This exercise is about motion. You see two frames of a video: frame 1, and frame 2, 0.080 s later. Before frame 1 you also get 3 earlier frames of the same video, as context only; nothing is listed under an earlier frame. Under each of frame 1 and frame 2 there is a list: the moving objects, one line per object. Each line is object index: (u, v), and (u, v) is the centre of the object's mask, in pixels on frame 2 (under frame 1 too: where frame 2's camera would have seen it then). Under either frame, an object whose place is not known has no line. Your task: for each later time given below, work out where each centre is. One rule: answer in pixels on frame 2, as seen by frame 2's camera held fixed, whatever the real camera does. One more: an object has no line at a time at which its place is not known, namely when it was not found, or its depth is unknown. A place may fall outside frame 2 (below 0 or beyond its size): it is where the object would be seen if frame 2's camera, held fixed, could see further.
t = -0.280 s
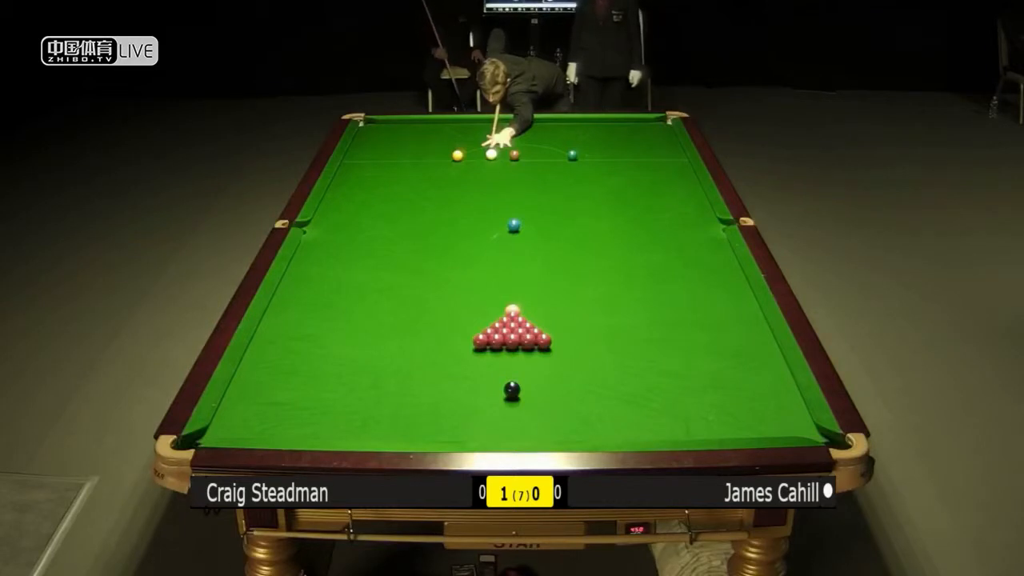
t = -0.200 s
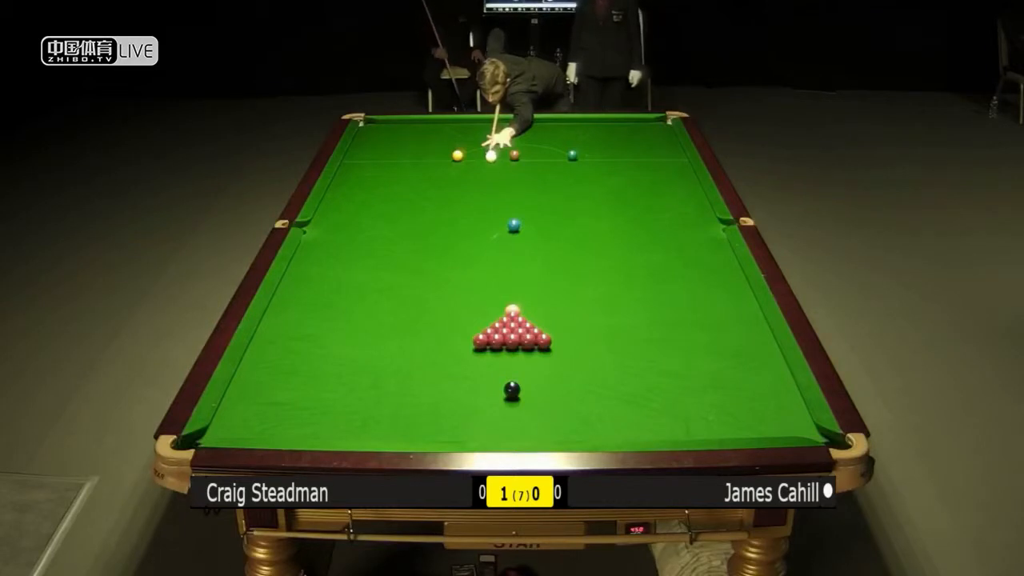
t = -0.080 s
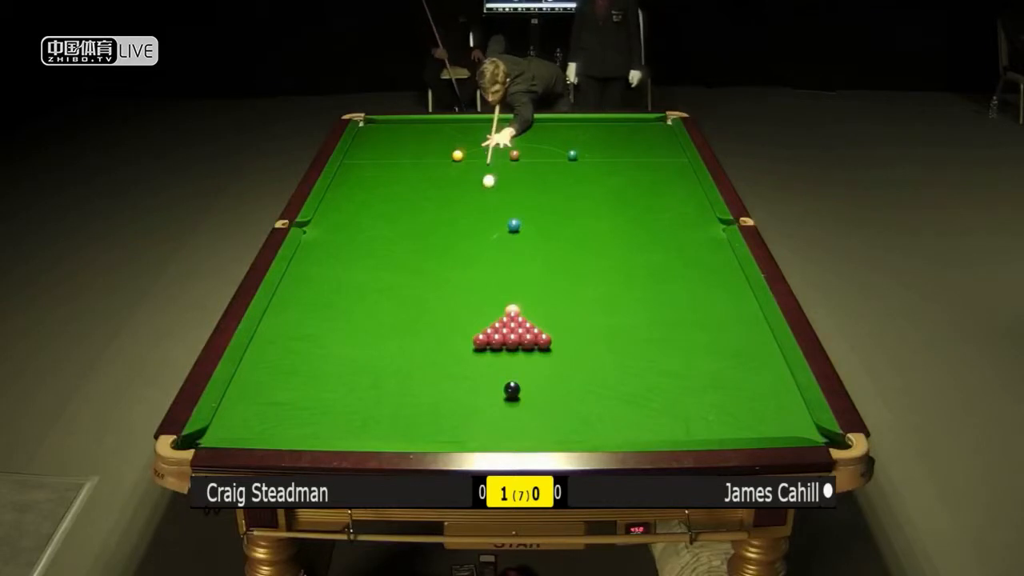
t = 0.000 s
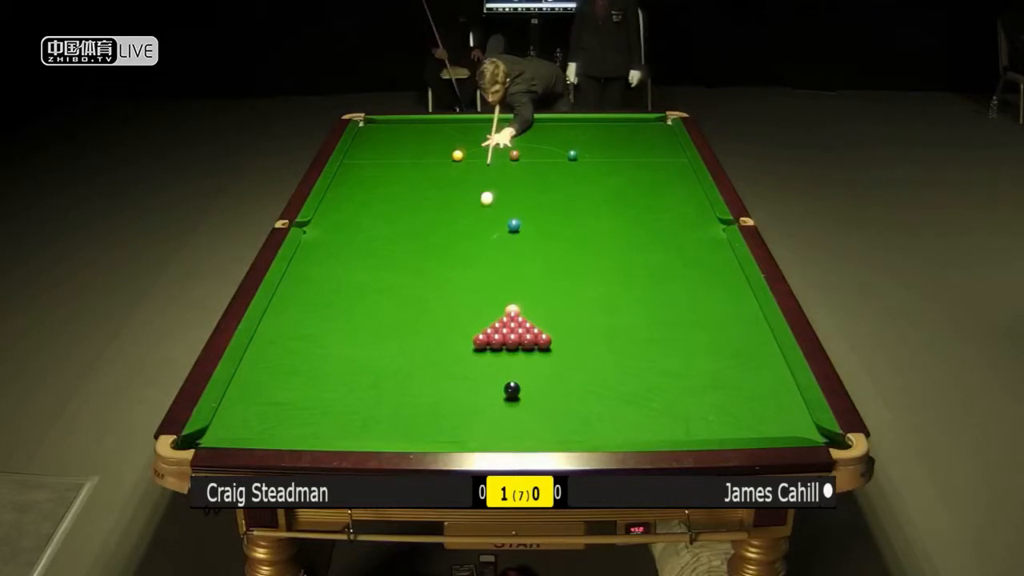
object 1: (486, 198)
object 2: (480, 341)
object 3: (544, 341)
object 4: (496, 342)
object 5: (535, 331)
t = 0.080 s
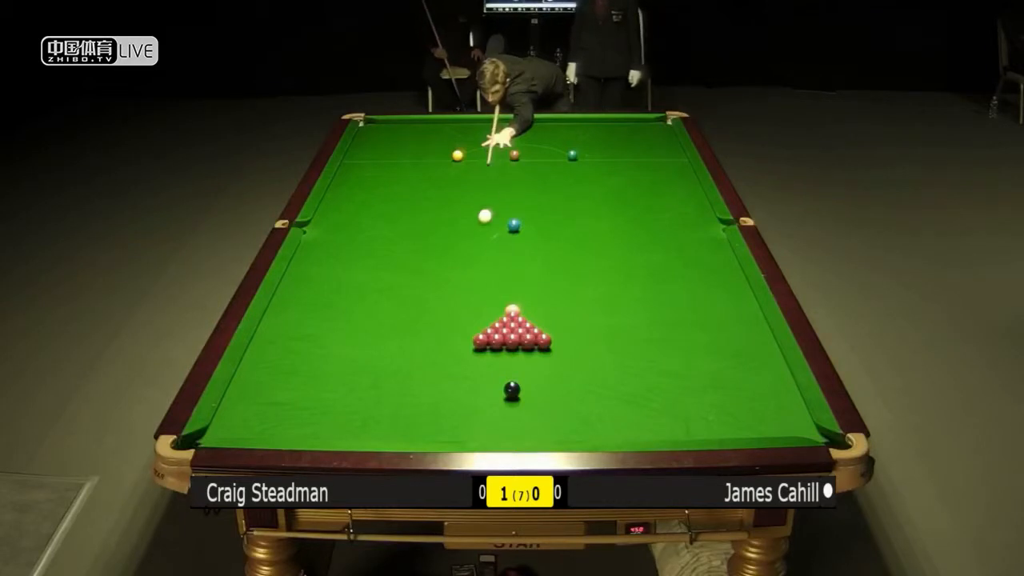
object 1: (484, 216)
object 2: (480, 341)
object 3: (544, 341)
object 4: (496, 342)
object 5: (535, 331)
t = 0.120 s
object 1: (484, 225)
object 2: (480, 341)
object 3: (544, 341)
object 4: (496, 342)
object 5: (535, 331)
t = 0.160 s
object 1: (483, 234)
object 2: (480, 341)
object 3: (544, 341)
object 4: (496, 342)
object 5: (535, 331)
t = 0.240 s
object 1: (481, 254)
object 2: (480, 341)
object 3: (544, 341)
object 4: (496, 342)
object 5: (535, 331)
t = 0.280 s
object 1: (479, 263)
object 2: (480, 341)
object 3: (544, 341)
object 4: (496, 342)
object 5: (535, 331)
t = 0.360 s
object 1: (477, 282)
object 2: (480, 341)
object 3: (544, 341)
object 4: (496, 342)
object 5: (535, 331)
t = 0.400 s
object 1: (476, 292)
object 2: (480, 341)
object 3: (544, 341)
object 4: (496, 342)
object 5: (535, 331)
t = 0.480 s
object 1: (474, 312)
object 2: (480, 341)
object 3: (544, 341)
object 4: (496, 342)
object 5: (535, 331)
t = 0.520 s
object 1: (472, 322)
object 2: (480, 341)
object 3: (544, 341)
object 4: (496, 342)
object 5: (535, 331)
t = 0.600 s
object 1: (462, 340)
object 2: (480, 345)
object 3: (548, 341)
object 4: (496, 344)
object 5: (537, 334)
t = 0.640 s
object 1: (449, 345)
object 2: (479, 350)
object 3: (555, 341)
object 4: (496, 346)
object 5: (539, 334)
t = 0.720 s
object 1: (424, 356)
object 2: (477, 360)
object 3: (566, 341)
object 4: (495, 349)
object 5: (542, 334)
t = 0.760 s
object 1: (412, 362)
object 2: (476, 364)
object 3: (571, 341)
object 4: (495, 350)
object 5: (542, 334)
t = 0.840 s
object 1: (388, 375)
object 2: (475, 371)
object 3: (581, 341)
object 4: (495, 354)
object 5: (545, 335)
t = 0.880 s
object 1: (376, 382)
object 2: (474, 375)
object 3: (586, 341)
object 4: (495, 355)
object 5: (546, 335)
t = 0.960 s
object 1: (351, 396)
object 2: (472, 383)
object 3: (596, 341)
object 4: (495, 358)
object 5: (548, 335)
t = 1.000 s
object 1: (338, 403)
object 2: (471, 388)
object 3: (602, 341)
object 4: (495, 360)
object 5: (550, 335)
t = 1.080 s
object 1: (312, 418)
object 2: (469, 396)
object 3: (612, 340)
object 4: (495, 363)
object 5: (552, 335)
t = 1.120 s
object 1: (299, 426)
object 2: (468, 400)
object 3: (617, 341)
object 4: (495, 365)
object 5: (553, 335)
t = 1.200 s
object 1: (272, 432)
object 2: (466, 409)
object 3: (626, 340)
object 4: (495, 368)
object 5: (555, 335)
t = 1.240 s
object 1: (261, 428)
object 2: (465, 413)
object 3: (631, 340)
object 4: (495, 369)
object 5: (556, 335)
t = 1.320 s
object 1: (239, 417)
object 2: (463, 422)
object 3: (640, 340)
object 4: (495, 373)
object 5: (558, 335)
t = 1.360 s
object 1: (229, 411)
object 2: (462, 427)
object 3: (645, 340)
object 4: (495, 374)
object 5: (558, 335)
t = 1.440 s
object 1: (242, 402)
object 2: (461, 434)
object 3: (654, 340)
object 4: (495, 377)
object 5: (560, 335)
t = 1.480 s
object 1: (254, 397)
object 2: (460, 436)
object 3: (659, 340)
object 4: (495, 378)
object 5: (561, 335)
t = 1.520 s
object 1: (264, 393)
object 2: (459, 435)
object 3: (663, 340)
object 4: (495, 380)
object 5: (561, 335)
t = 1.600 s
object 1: (283, 384)
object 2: (459, 431)
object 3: (672, 340)
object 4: (495, 382)
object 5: (563, 335)
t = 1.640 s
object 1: (292, 379)
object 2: (458, 428)
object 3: (676, 340)
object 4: (494, 384)
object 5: (563, 335)
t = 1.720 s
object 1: (310, 371)
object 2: (458, 423)
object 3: (685, 340)
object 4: (494, 387)
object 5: (565, 334)
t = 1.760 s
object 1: (319, 367)
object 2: (457, 420)
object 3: (690, 339)
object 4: (494, 388)
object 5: (565, 334)
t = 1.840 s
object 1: (336, 359)
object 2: (457, 415)
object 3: (698, 339)
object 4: (494, 390)
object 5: (566, 335)
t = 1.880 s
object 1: (345, 354)
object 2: (457, 412)
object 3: (702, 339)
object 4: (494, 392)
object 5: (566, 335)
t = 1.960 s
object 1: (361, 346)
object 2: (456, 407)
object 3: (710, 339)
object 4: (494, 395)
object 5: (567, 335)
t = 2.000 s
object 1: (369, 342)
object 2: (456, 405)
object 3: (714, 339)
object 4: (494, 396)
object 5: (567, 335)
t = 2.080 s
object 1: (385, 335)
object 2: (456, 400)
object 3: (722, 339)
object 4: (494, 398)
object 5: (568, 334)
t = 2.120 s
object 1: (392, 331)
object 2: (456, 397)
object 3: (726, 338)
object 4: (494, 400)
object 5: (568, 334)
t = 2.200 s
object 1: (407, 324)
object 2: (455, 393)
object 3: (733, 338)
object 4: (494, 402)
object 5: (568, 334)
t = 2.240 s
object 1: (414, 321)
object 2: (455, 391)
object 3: (737, 338)
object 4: (493, 403)
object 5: (568, 334)
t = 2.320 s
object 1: (428, 314)
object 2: (455, 386)
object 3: (744, 338)
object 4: (493, 406)
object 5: (568, 334)
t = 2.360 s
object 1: (435, 310)
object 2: (454, 384)
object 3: (748, 338)
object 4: (493, 407)
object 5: (568, 334)
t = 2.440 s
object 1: (449, 304)
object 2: (454, 380)
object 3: (755, 338)
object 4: (493, 409)
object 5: (569, 334)
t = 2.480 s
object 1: (456, 300)
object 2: (454, 378)
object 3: (758, 337)
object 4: (493, 410)
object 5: (569, 334)
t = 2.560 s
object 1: (469, 294)
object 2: (453, 374)
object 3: (765, 337)
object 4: (493, 412)
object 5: (568, 334)
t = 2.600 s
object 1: (475, 291)
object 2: (453, 372)
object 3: (766, 338)
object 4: (493, 413)
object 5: (568, 334)
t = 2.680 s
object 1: (487, 285)
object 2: (453, 368)
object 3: (761, 337)
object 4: (494, 415)
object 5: (568, 334)
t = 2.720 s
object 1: (493, 282)
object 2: (453, 366)
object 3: (759, 337)
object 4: (494, 416)
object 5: (568, 334)
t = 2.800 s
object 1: (504, 277)
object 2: (452, 363)
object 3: (755, 337)
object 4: (494, 418)
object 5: (568, 334)
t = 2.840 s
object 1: (510, 274)
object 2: (452, 361)
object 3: (753, 337)
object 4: (494, 419)
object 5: (568, 334)
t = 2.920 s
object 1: (521, 268)
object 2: (452, 357)
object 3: (749, 337)
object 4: (494, 420)
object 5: (568, 334)
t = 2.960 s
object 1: (527, 266)
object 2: (452, 356)
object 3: (747, 337)
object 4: (494, 421)
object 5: (568, 334)
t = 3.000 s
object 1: (532, 263)
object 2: (452, 354)
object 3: (745, 337)
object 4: (494, 422)
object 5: (568, 334)
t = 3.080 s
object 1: (542, 258)
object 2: (451, 351)
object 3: (742, 338)
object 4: (494, 424)
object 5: (568, 334)
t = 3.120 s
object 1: (547, 255)
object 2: (451, 349)
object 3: (740, 338)
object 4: (494, 424)
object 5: (568, 334)
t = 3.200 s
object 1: (558, 250)
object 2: (451, 346)
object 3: (736, 338)
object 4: (494, 426)
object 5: (568, 334)
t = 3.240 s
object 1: (562, 248)
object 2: (451, 345)
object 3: (735, 338)
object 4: (494, 426)
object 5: (568, 334)
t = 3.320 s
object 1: (572, 243)
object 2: (451, 342)
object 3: (731, 338)
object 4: (494, 428)
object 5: (568, 334)
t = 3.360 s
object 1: (576, 241)
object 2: (450, 340)
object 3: (730, 338)
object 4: (494, 429)
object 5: (568, 334)
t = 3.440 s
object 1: (585, 236)
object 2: (450, 338)
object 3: (727, 338)
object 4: (494, 430)
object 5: (568, 334)
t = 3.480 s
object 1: (589, 234)
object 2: (450, 336)
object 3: (725, 338)
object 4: (494, 430)
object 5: (568, 334)
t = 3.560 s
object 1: (598, 230)
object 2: (450, 333)
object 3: (722, 338)
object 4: (494, 431)
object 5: (568, 334)
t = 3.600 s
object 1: (602, 227)
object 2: (449, 332)
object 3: (721, 338)
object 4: (494, 431)
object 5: (568, 334)
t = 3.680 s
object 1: (610, 223)
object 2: (449, 330)
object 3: (718, 338)
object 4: (494, 431)
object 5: (568, 334)
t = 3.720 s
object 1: (614, 221)
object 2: (449, 328)
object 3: (717, 338)
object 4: (494, 432)
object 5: (568, 334)
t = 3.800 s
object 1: (622, 217)
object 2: (449, 326)
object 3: (715, 338)
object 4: (494, 432)
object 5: (569, 334)
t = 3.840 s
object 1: (626, 215)
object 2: (449, 325)
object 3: (713, 338)
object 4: (494, 432)
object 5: (569, 334)
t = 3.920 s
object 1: (633, 212)
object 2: (449, 322)
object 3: (711, 339)
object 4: (494, 432)
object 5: (569, 334)
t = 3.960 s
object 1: (637, 210)
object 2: (449, 321)
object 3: (710, 339)
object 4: (494, 433)
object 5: (569, 334)
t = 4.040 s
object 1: (644, 206)
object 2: (449, 319)
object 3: (708, 339)
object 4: (494, 433)
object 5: (569, 334)
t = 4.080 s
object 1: (647, 204)
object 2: (448, 318)
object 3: (707, 339)
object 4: (494, 433)
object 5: (569, 334)
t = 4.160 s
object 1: (654, 201)
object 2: (448, 316)
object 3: (705, 339)
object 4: (494, 433)
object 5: (569, 334)
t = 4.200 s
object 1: (658, 199)
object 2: (448, 315)
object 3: (705, 339)
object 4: (494, 433)
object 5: (569, 334)
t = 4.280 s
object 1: (664, 196)
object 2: (448, 313)
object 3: (703, 339)
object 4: (494, 434)
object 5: (569, 334)
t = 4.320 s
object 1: (667, 194)
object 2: (448, 312)
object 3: (702, 339)
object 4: (494, 434)
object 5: (569, 334)
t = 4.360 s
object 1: (670, 192)
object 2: (448, 311)
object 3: (702, 339)
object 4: (494, 434)
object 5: (569, 334)
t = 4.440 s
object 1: (676, 189)
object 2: (448, 310)
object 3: (700, 339)
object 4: (494, 434)
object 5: (569, 334)
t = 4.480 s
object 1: (679, 188)
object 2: (448, 309)
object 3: (699, 339)
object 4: (494, 434)
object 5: (569, 334)
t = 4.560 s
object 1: (685, 184)
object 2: (447, 307)
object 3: (698, 339)
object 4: (494, 434)
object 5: (569, 334)
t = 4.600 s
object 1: (688, 183)
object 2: (447, 306)
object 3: (698, 339)
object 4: (494, 434)
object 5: (569, 334)
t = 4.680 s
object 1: (693, 180)
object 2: (447, 305)
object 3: (697, 339)
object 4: (494, 434)
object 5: (569, 334)
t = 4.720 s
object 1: (691, 179)
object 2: (447, 304)
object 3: (696, 339)
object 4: (494, 434)
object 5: (569, 334)
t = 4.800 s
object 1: (686, 177)
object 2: (447, 302)
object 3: (696, 339)
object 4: (494, 434)
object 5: (569, 334)
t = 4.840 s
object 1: (684, 176)
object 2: (447, 302)
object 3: (696, 339)
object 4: (494, 434)
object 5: (569, 334)
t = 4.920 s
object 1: (679, 174)
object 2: (447, 300)
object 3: (695, 339)
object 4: (494, 434)
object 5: (569, 334)
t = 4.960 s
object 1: (678, 172)
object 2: (447, 300)
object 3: (695, 339)
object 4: (494, 434)
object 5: (569, 334)
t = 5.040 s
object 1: (673, 171)
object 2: (447, 298)
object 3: (695, 339)
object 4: (494, 434)
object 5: (569, 334)
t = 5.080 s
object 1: (671, 169)
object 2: (447, 298)
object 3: (695, 339)
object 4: (494, 434)
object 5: (569, 334)
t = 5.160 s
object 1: (667, 168)
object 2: (447, 296)
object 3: (695, 339)
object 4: (494, 434)
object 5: (569, 335)
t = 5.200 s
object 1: (665, 167)
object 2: (447, 296)
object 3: (695, 339)
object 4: (494, 434)
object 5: (569, 335)
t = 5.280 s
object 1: (661, 165)
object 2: (446, 295)
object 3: (695, 339)
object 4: (494, 434)
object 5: (569, 334)
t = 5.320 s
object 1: (659, 164)
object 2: (446, 294)
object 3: (695, 339)
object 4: (494, 434)
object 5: (569, 334)
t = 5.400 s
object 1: (656, 162)
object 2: (446, 293)
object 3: (695, 339)
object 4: (494, 434)
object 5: (569, 334)
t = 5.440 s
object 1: (654, 161)
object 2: (446, 293)
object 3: (695, 339)
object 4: (494, 434)
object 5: (569, 334)
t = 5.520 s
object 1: (650, 160)
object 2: (446, 292)
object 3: (695, 339)
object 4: (494, 434)
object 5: (569, 334)
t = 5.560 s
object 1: (648, 159)
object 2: (446, 291)
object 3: (695, 339)
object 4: (494, 434)
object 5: (569, 334)
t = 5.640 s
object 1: (645, 157)
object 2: (446, 291)
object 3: (695, 339)
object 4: (494, 434)
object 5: (569, 334)
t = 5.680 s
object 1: (643, 156)
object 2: (446, 290)
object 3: (695, 339)
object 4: (494, 434)
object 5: (569, 334)
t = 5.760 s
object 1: (640, 155)
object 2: (446, 290)
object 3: (695, 339)
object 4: (494, 434)
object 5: (569, 334)
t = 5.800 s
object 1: (638, 154)
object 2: (446, 289)
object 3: (695, 339)
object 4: (494, 434)
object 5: (569, 334)
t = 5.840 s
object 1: (637, 153)
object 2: (446, 289)
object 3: (695, 339)
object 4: (494, 434)
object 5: (569, 334)
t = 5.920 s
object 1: (633, 152)
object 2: (445, 288)
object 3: (695, 339)
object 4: (494, 434)
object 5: (569, 334)
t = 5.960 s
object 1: (632, 151)
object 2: (445, 288)
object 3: (695, 339)
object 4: (494, 434)
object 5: (569, 334)
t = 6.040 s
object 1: (629, 149)
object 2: (445, 288)
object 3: (695, 339)
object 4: (494, 434)
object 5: (569, 334)
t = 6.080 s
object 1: (627, 149)
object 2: (445, 287)
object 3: (695, 339)
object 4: (494, 434)
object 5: (569, 334)
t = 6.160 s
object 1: (624, 148)
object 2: (445, 287)
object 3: (695, 339)
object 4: (494, 434)
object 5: (569, 334)
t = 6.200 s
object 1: (623, 147)
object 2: (445, 287)
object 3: (695, 339)
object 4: (494, 434)
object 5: (569, 334)
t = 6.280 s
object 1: (620, 146)
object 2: (444, 286)
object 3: (695, 339)
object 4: (494, 434)
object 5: (569, 334)
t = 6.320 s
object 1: (619, 145)
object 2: (444, 286)
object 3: (695, 339)
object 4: (494, 434)
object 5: (569, 334)
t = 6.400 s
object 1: (616, 144)
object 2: (444, 286)
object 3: (695, 339)
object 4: (494, 434)
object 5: (569, 334)
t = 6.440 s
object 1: (615, 143)
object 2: (444, 286)
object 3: (695, 339)
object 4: (494, 434)
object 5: (569, 334)
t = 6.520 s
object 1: (612, 142)
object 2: (444, 286)
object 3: (695, 339)
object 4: (494, 434)
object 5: (569, 334)
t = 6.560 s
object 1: (611, 141)
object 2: (444, 286)
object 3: (695, 339)
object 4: (494, 434)
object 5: (569, 334)
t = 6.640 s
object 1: (608, 140)
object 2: (444, 286)
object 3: (695, 339)
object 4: (494, 434)
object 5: (569, 334)
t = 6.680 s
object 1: (607, 140)
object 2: (444, 286)
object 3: (695, 339)
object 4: (494, 434)
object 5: (569, 334)
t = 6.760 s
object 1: (605, 139)
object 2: (444, 285)
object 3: (695, 339)
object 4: (494, 434)
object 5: (569, 334)
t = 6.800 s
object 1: (603, 138)
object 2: (444, 285)
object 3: (695, 339)
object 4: (494, 434)
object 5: (569, 334)
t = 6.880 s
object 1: (601, 137)
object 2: (444, 286)
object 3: (695, 339)
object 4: (494, 434)
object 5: (569, 334)
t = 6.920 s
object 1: (600, 136)
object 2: (444, 286)
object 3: (695, 339)
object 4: (494, 434)
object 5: (569, 334)
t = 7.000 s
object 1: (597, 135)
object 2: (444, 285)
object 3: (695, 339)
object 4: (494, 434)
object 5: (569, 334)
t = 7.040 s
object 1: (596, 135)
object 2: (444, 286)
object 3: (695, 339)
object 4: (494, 434)
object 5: (569, 334)
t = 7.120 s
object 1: (594, 134)
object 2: (444, 286)
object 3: (695, 339)
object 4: (494, 434)
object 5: (569, 334)
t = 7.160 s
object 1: (593, 133)
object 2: (444, 286)
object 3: (695, 339)
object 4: (494, 434)
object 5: (569, 334)
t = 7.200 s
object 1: (592, 133)
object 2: (444, 286)
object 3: (695, 339)
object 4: (494, 434)
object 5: (569, 334)
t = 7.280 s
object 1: (590, 132)
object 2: (444, 286)
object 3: (695, 339)
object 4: (494, 434)
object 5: (569, 334)
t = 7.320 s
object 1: (589, 132)
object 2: (444, 286)
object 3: (695, 339)
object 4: (494, 434)
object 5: (569, 334)
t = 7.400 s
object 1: (587, 131)
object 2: (444, 286)
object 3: (695, 339)
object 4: (494, 434)
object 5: (569, 334)
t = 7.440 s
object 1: (586, 130)
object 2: (444, 286)
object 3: (695, 339)
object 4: (494, 434)
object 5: (569, 334)
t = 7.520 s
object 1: (584, 130)
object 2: (444, 286)
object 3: (695, 339)
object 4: (494, 434)
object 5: (569, 334)
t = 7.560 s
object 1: (583, 129)
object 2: (444, 286)
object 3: (695, 339)
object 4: (494, 434)
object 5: (569, 334)
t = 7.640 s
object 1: (581, 128)
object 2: (444, 286)
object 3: (695, 339)
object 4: (494, 434)
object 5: (568, 334)
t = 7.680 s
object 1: (580, 128)
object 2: (444, 285)
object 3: (695, 339)
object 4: (494, 434)
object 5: (569, 334)
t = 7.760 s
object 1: (578, 127)
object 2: (444, 285)
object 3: (695, 339)
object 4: (494, 434)
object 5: (569, 334)
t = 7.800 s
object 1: (578, 127)
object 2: (444, 285)
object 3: (695, 339)
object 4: (494, 434)
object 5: (569, 334)
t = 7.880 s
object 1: (576, 126)
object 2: (444, 285)
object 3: (695, 339)
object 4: (494, 434)
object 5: (569, 334)
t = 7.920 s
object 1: (575, 126)
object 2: (444, 285)
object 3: (695, 339)
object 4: (494, 434)
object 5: (569, 334)
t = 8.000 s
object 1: (573, 125)
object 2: (444, 285)
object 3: (695, 339)
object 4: (494, 434)
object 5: (569, 334)
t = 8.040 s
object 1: (573, 125)
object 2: (444, 285)
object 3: (695, 339)
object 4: (494, 434)
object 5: (569, 334)
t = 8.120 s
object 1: (571, 124)
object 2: (444, 285)
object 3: (695, 339)
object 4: (494, 434)
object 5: (569, 334)
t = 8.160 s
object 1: (570, 124)
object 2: (444, 285)
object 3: (695, 339)
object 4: (494, 434)
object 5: (569, 334)
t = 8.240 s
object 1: (569, 123)
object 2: (444, 285)
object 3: (695, 339)
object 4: (494, 434)
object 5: (569, 334)
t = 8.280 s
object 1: (568, 123)
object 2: (444, 285)
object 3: (695, 339)
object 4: (494, 434)
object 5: (569, 334)
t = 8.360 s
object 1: (567, 122)
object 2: (444, 285)
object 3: (695, 339)
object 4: (494, 434)
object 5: (569, 334)
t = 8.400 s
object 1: (566, 122)
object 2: (444, 285)
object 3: (695, 339)
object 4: (494, 434)
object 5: (569, 334)
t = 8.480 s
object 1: (565, 122)
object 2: (444, 285)
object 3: (695, 339)
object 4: (494, 434)
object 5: (569, 334)
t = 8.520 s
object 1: (565, 122)
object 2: (444, 285)
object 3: (695, 339)
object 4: (494, 434)
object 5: (569, 334)
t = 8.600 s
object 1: (563, 121)
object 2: (444, 285)
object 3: (695, 339)
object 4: (494, 434)
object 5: (569, 334)
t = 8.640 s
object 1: (563, 121)
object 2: (444, 285)
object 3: (695, 339)
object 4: (494, 434)
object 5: (569, 334)
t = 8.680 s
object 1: (562, 120)
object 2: (444, 285)
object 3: (695, 339)
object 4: (494, 434)
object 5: (569, 334)
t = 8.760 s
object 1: (561, 120)
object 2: (444, 285)
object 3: (695, 339)
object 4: (494, 434)
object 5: (569, 334)
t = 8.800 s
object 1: (561, 120)
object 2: (444, 285)
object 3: (695, 339)
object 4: (494, 434)
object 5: (569, 334)
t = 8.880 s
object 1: (559, 120)
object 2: (444, 285)
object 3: (695, 339)
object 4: (494, 434)
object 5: (569, 334)
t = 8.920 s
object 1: (559, 120)
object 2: (444, 285)
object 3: (695, 339)
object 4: (494, 434)
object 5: (569, 334)
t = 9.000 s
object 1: (559, 120)
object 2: (444, 285)
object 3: (695, 339)
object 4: (494, 434)
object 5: (569, 334)
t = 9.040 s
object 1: (558, 120)
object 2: (444, 285)
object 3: (695, 339)
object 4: (494, 434)
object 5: (569, 334)
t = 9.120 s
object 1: (558, 120)
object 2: (444, 285)
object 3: (695, 339)
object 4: (494, 434)
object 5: (569, 334)
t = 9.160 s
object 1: (558, 120)
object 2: (444, 285)
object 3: (695, 339)
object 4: (494, 434)
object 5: (569, 334)
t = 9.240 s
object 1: (557, 120)
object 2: (444, 285)
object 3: (695, 339)
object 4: (494, 434)
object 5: (569, 334)
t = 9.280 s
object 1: (557, 120)
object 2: (444, 285)
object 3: (695, 339)
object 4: (494, 434)
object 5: (569, 334)
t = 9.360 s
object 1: (557, 120)
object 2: (444, 285)
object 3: (695, 339)
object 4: (494, 434)
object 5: (569, 334)
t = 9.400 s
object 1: (556, 120)
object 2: (444, 285)
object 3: (695, 339)
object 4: (494, 434)
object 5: (569, 334)
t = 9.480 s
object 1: (556, 121)
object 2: (444, 285)
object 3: (695, 339)
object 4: (494, 434)
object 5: (569, 334)
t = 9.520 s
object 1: (556, 121)
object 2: (444, 285)
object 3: (695, 339)
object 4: (494, 434)
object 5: (569, 334)
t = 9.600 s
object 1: (556, 121)
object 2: (444, 285)
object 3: (695, 339)
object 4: (494, 434)
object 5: (569, 334)
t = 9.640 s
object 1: (556, 121)
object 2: (444, 285)
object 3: (695, 339)
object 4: (494, 434)
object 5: (569, 334)
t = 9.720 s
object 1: (556, 121)
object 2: (444, 285)
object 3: (695, 339)
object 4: (494, 433)
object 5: (569, 334)
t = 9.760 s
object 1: (556, 121)
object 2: (444, 285)
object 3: (695, 339)
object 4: (494, 434)
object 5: (569, 334)
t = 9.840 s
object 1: (555, 121)
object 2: (444, 285)
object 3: (695, 339)
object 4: (494, 434)
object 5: (569, 334)
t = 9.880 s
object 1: (555, 121)
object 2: (444, 285)
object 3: (695, 339)
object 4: (494, 434)
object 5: (569, 334)
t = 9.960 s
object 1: (555, 121)
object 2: (444, 285)
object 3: (695, 339)
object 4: (494, 434)
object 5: (569, 334)
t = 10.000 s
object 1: (555, 121)
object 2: (444, 285)
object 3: (695, 339)
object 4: (494, 434)
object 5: (569, 334)
